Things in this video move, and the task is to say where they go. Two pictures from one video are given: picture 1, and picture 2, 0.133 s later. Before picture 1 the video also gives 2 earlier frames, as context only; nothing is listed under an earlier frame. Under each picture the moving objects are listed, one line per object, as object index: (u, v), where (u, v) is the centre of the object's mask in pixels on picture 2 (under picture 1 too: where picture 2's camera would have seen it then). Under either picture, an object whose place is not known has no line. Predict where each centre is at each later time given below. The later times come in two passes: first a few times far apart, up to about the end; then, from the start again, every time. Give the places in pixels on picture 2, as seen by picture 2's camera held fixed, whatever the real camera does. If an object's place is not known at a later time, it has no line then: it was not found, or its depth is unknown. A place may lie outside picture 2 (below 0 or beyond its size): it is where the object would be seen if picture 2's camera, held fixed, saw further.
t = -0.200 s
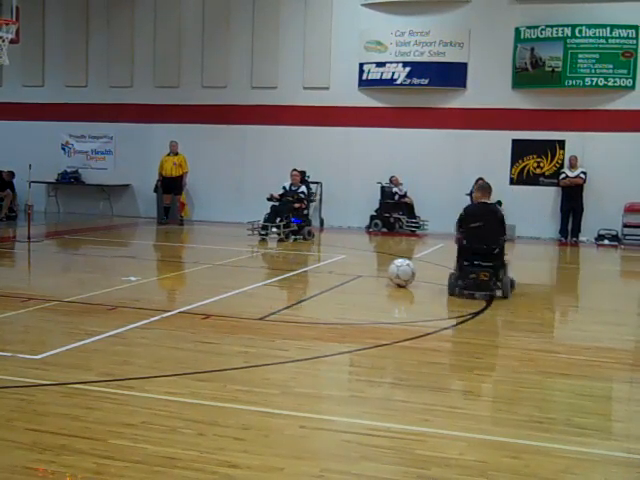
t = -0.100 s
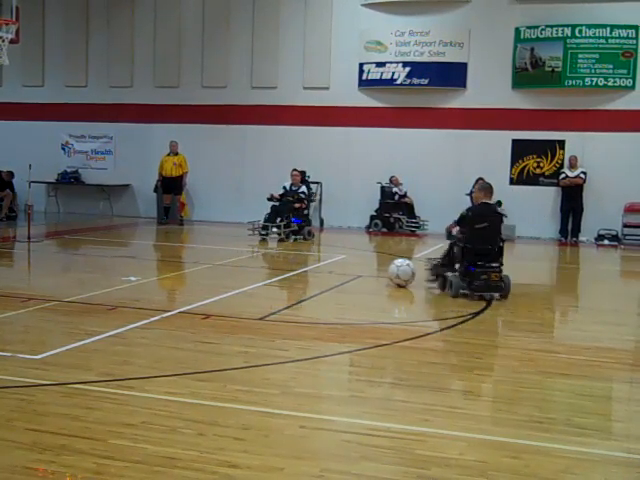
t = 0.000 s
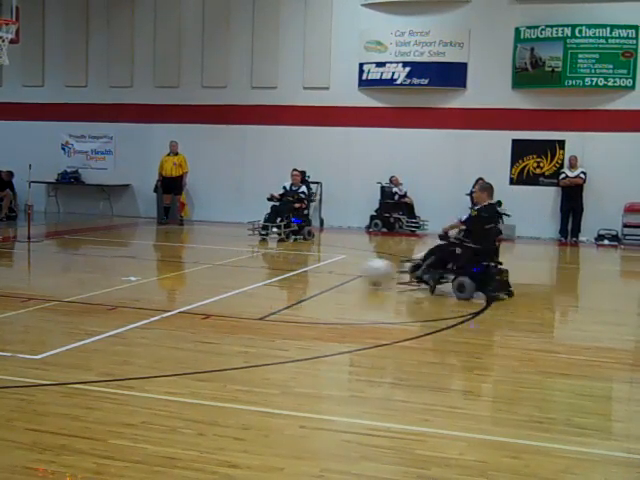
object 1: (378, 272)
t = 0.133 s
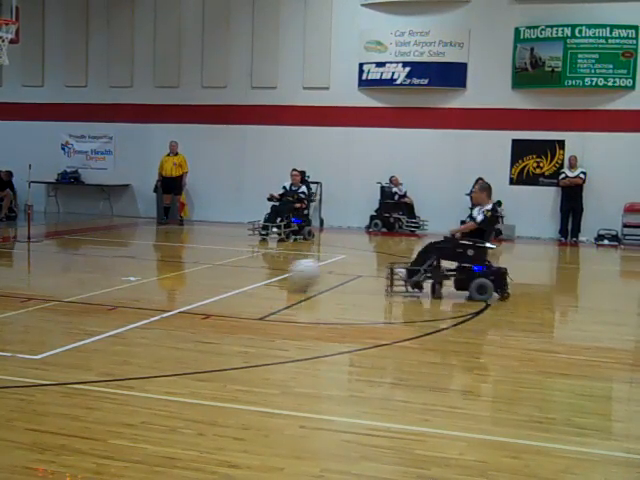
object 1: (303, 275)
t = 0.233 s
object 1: (253, 274)
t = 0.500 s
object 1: (114, 282)
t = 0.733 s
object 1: (8, 288)
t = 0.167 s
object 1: (288, 277)
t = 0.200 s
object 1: (269, 278)
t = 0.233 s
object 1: (253, 274)
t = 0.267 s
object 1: (234, 275)
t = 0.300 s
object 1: (217, 277)
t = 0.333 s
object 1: (199, 276)
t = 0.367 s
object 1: (180, 281)
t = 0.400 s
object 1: (163, 280)
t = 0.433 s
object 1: (146, 281)
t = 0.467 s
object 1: (130, 281)
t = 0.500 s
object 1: (114, 282)
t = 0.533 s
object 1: (97, 284)
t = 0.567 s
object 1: (82, 284)
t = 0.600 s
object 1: (65, 284)
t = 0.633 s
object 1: (48, 286)
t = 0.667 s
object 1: (33, 286)
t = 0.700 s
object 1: (17, 287)
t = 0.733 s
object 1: (8, 288)
